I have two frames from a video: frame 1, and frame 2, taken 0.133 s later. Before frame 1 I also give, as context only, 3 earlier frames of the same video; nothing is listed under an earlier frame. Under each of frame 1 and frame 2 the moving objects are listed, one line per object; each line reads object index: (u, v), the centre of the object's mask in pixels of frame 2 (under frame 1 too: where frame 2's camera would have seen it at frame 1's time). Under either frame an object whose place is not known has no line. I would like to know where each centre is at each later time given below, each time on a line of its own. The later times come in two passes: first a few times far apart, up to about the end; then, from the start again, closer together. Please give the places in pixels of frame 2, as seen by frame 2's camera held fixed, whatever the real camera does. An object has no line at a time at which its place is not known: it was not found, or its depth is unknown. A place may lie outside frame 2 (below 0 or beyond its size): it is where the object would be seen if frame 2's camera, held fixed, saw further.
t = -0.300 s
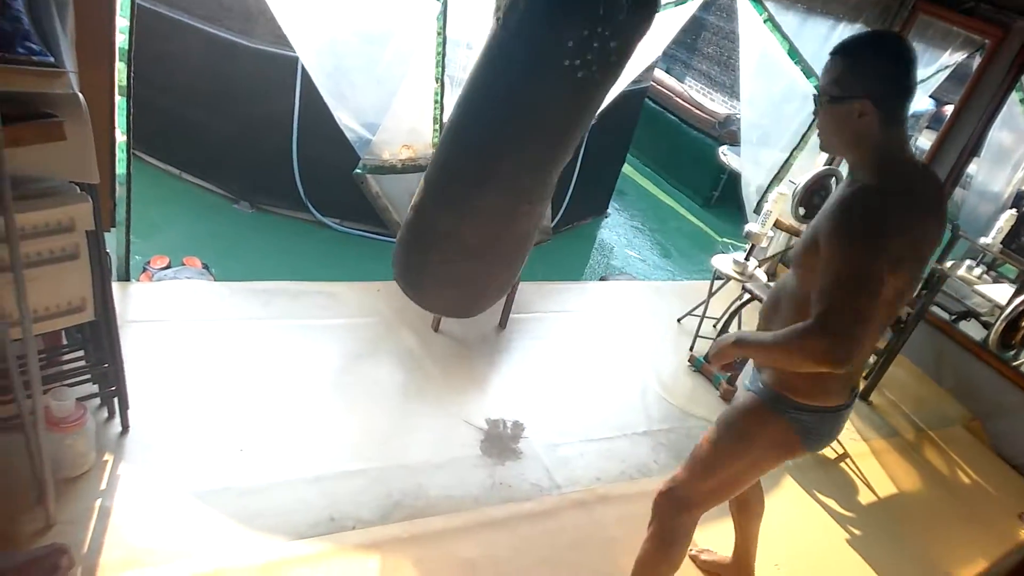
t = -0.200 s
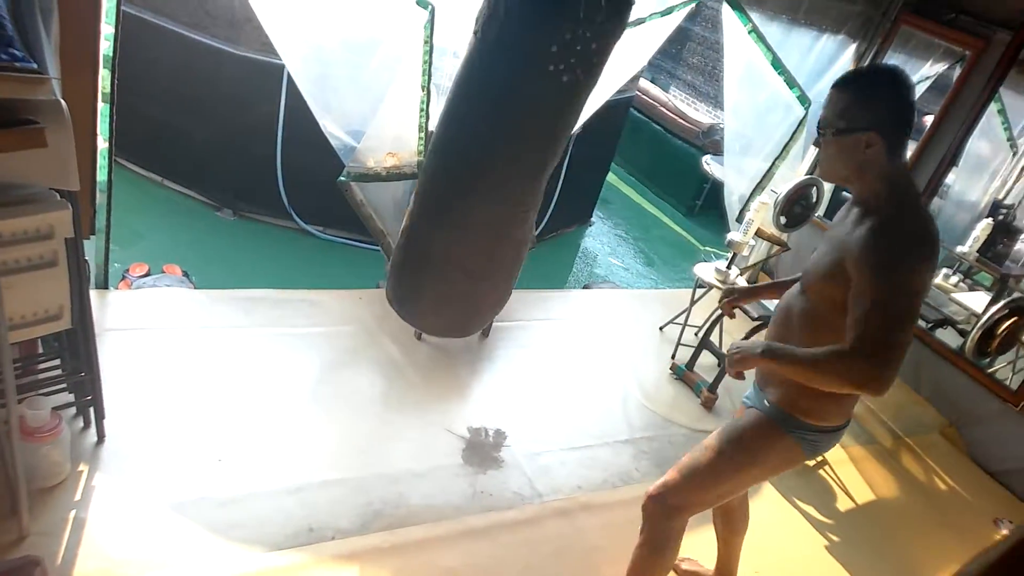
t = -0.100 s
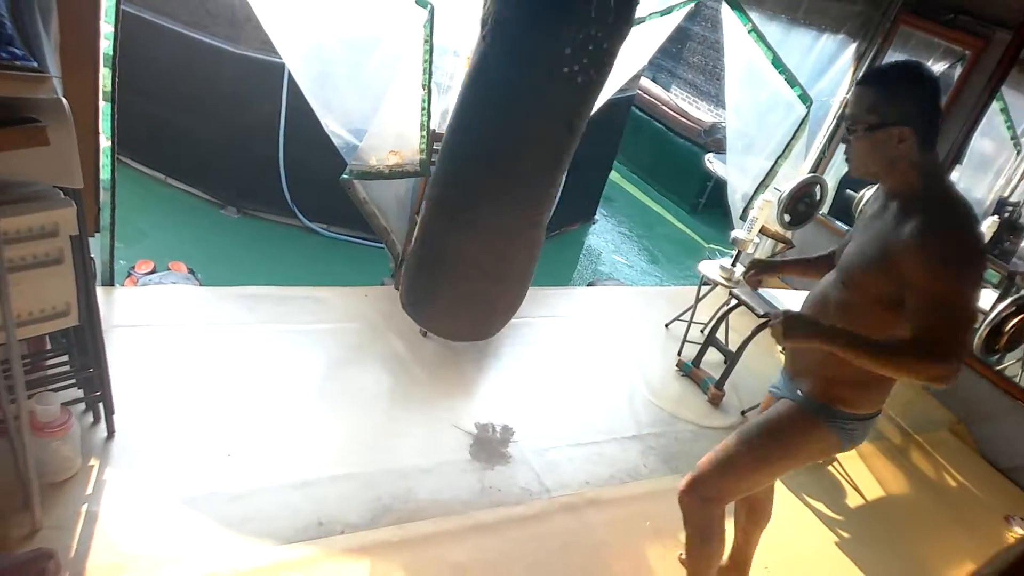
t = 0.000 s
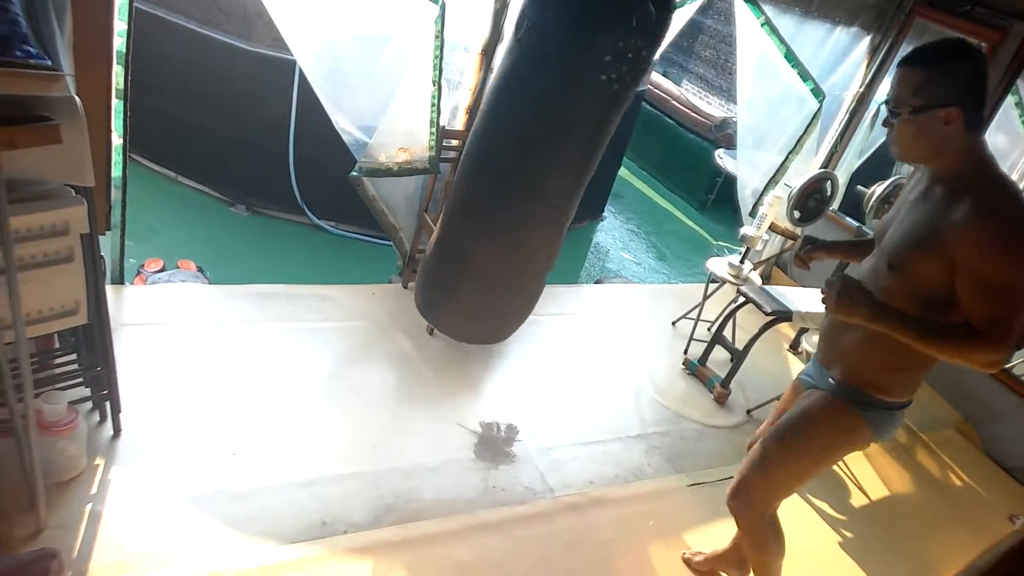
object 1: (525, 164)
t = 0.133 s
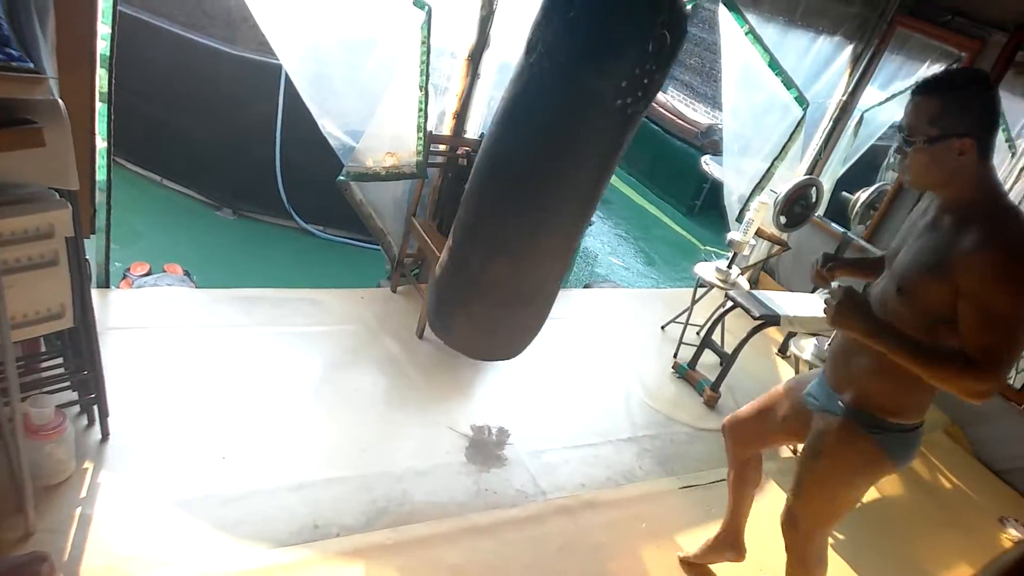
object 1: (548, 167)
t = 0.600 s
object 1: (637, 189)
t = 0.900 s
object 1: (651, 195)
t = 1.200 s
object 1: (639, 189)
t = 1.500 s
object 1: (591, 177)
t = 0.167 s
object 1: (552, 170)
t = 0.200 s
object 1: (558, 174)
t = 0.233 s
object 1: (567, 175)
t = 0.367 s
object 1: (588, 182)
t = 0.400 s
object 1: (593, 184)
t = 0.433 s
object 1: (600, 185)
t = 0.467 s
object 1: (610, 186)
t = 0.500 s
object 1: (621, 187)
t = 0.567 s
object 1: (634, 187)
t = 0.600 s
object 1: (637, 189)
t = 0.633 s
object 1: (639, 191)
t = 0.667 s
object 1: (642, 192)
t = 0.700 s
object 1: (646, 192)
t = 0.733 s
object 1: (650, 192)
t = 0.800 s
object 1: (654, 193)
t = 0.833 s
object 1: (653, 194)
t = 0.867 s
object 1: (651, 195)
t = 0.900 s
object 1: (651, 195)
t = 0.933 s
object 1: (653, 194)
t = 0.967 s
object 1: (657, 193)
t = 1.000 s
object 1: (659, 192)
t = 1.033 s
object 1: (659, 191)
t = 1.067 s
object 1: (656, 190)
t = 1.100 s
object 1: (651, 191)
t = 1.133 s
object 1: (646, 191)
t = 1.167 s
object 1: (641, 190)
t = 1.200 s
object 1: (639, 189)
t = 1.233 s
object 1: (635, 188)
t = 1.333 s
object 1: (616, 186)
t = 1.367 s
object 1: (607, 185)
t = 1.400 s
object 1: (601, 183)
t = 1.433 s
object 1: (597, 182)
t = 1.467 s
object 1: (594, 180)
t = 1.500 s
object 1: (591, 177)
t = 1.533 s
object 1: (586, 175)
